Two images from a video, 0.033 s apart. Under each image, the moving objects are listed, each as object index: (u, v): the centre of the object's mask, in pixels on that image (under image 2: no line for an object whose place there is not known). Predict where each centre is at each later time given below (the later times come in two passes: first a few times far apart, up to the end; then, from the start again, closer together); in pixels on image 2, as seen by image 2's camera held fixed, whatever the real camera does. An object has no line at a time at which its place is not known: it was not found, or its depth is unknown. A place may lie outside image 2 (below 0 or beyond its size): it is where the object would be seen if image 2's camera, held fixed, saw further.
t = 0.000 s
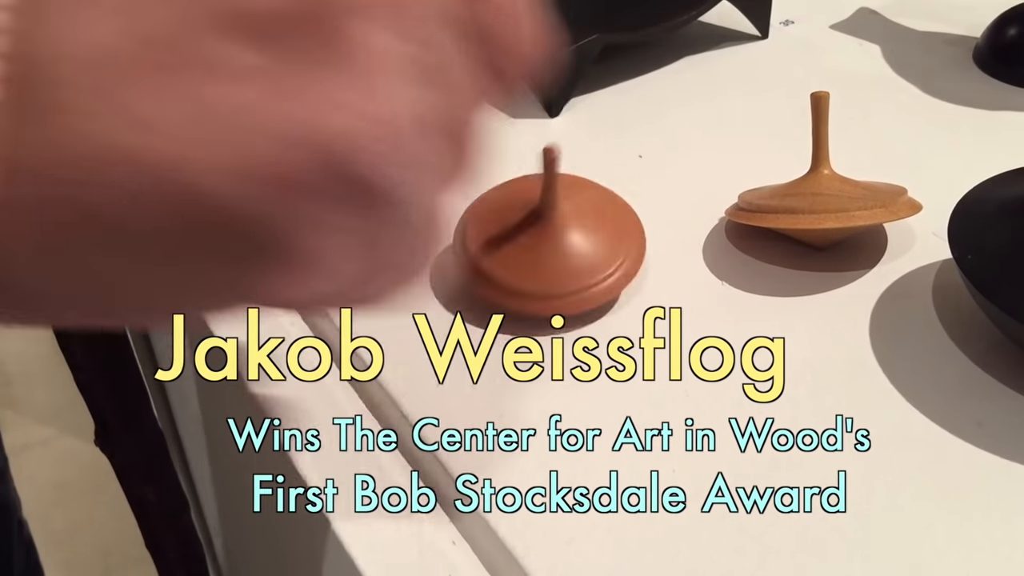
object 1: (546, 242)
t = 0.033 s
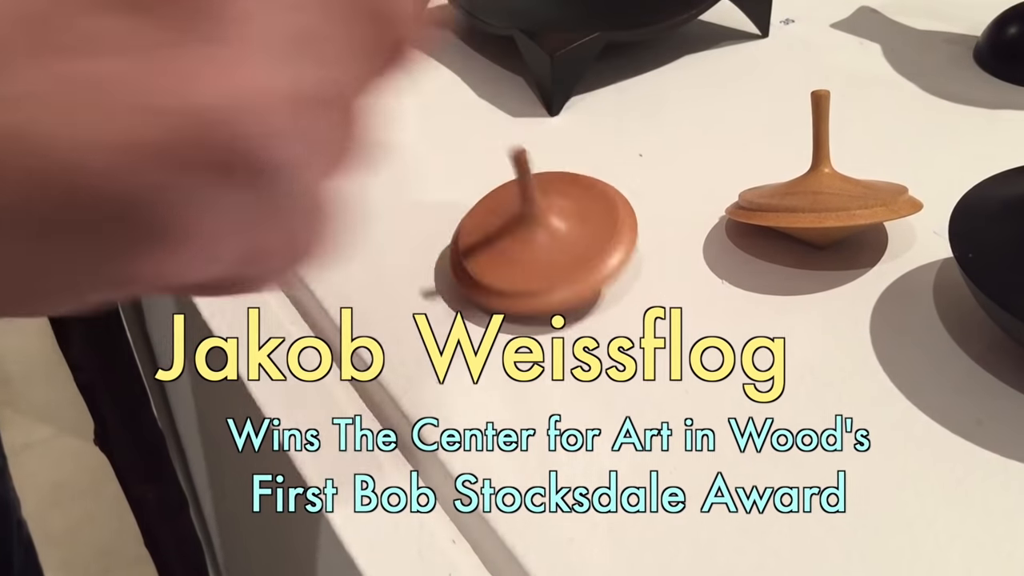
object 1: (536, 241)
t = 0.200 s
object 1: (539, 228)
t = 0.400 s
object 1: (539, 225)
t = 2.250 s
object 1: (540, 222)
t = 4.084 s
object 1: (533, 221)
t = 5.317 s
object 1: (536, 223)
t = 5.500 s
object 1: (536, 223)
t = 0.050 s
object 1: (535, 238)
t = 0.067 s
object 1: (536, 235)
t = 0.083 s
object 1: (537, 234)
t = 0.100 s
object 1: (539, 235)
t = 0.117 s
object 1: (538, 236)
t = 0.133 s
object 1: (537, 236)
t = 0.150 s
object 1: (536, 235)
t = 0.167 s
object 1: (533, 233)
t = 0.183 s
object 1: (534, 229)
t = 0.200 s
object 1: (539, 228)
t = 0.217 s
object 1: (539, 230)
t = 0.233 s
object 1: (537, 232)
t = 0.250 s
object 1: (535, 231)
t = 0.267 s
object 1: (534, 228)
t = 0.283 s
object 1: (537, 226)
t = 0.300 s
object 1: (539, 225)
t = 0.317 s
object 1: (540, 225)
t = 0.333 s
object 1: (540, 225)
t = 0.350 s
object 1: (540, 226)
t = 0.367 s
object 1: (540, 227)
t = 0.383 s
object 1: (539, 226)
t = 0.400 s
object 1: (539, 225)
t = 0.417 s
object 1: (543, 224)
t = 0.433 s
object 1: (549, 226)
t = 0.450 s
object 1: (548, 228)
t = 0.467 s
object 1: (545, 231)
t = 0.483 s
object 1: (543, 230)
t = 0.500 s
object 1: (543, 228)
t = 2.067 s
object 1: (544, 225)
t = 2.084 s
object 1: (545, 225)
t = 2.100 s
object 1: (547, 226)
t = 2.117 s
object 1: (543, 223)
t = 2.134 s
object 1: (541, 223)
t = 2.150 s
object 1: (541, 222)
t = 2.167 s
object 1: (544, 224)
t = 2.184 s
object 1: (543, 221)
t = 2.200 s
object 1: (543, 222)
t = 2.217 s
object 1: (542, 222)
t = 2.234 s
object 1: (541, 222)
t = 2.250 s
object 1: (540, 222)
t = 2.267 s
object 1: (540, 222)
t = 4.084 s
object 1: (533, 221)
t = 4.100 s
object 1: (534, 221)
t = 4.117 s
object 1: (535, 221)
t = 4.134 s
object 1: (536, 221)
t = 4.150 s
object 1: (535, 221)
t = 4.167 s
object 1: (535, 220)
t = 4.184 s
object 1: (536, 220)
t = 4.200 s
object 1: (536, 220)
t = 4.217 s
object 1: (535, 220)
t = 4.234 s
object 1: (535, 219)
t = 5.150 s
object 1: (538, 222)
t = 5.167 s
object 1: (539, 221)
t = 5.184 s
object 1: (540, 222)
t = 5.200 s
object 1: (540, 222)
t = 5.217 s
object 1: (540, 224)
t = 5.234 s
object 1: (539, 224)
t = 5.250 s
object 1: (538, 224)
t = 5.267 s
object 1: (539, 223)
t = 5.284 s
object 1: (538, 224)
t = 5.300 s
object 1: (537, 224)
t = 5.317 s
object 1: (536, 223)
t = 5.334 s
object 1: (537, 223)
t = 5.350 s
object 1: (538, 223)
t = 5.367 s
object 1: (538, 224)
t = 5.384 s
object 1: (537, 225)
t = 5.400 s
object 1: (535, 225)
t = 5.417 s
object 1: (536, 226)
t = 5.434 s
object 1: (537, 225)
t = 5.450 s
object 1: (537, 225)
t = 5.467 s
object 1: (538, 225)
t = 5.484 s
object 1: (538, 226)
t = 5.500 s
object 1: (536, 223)
